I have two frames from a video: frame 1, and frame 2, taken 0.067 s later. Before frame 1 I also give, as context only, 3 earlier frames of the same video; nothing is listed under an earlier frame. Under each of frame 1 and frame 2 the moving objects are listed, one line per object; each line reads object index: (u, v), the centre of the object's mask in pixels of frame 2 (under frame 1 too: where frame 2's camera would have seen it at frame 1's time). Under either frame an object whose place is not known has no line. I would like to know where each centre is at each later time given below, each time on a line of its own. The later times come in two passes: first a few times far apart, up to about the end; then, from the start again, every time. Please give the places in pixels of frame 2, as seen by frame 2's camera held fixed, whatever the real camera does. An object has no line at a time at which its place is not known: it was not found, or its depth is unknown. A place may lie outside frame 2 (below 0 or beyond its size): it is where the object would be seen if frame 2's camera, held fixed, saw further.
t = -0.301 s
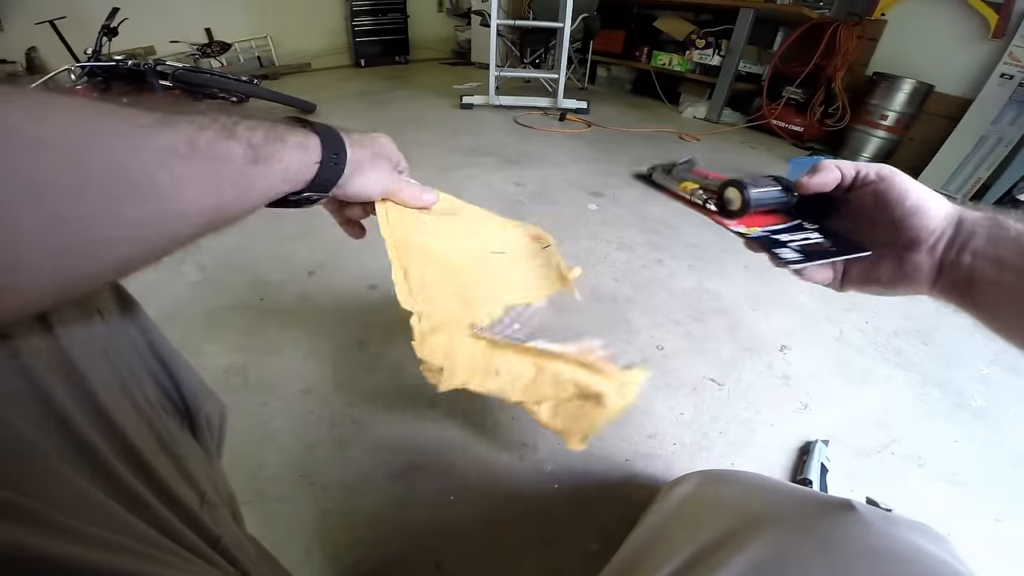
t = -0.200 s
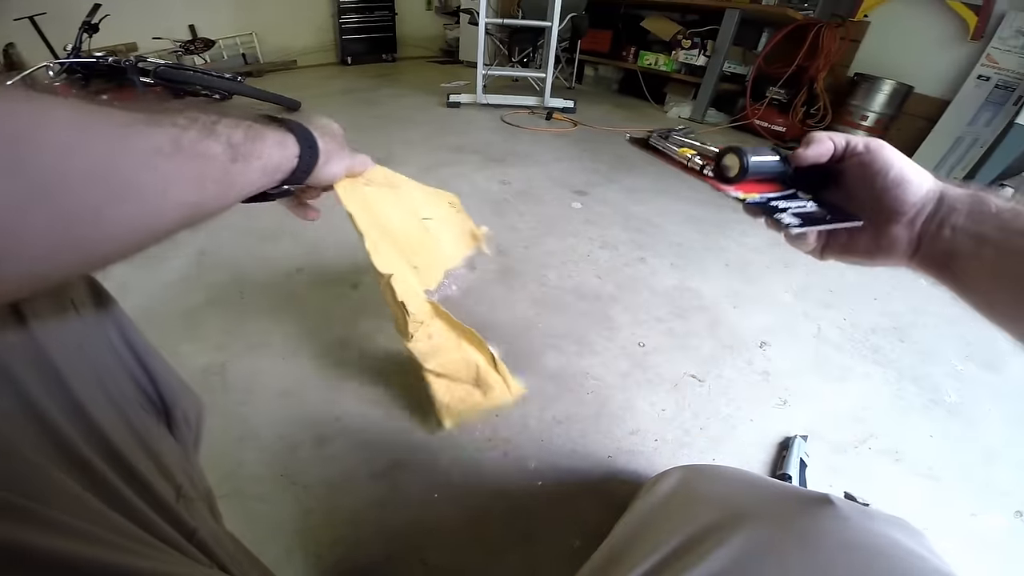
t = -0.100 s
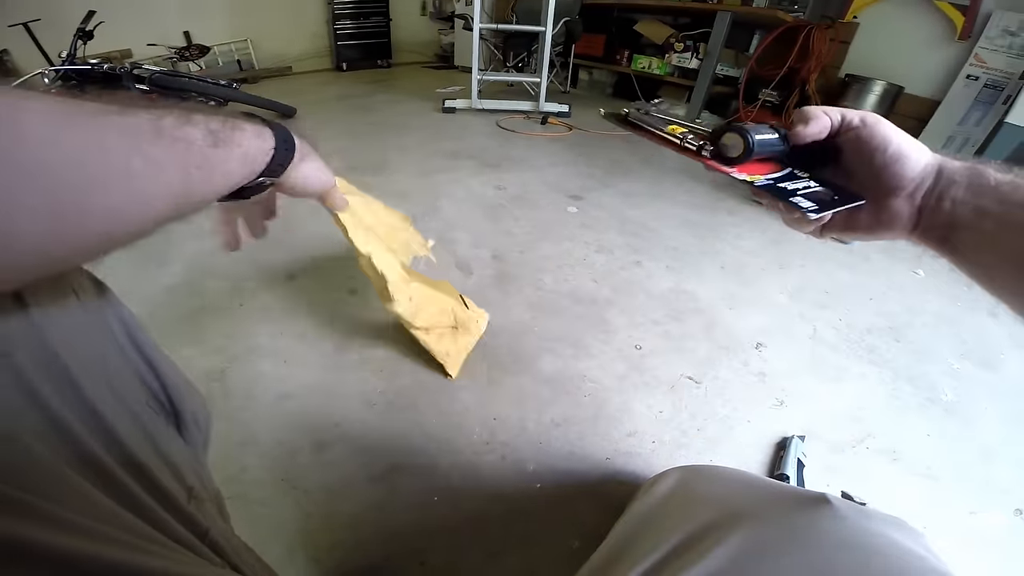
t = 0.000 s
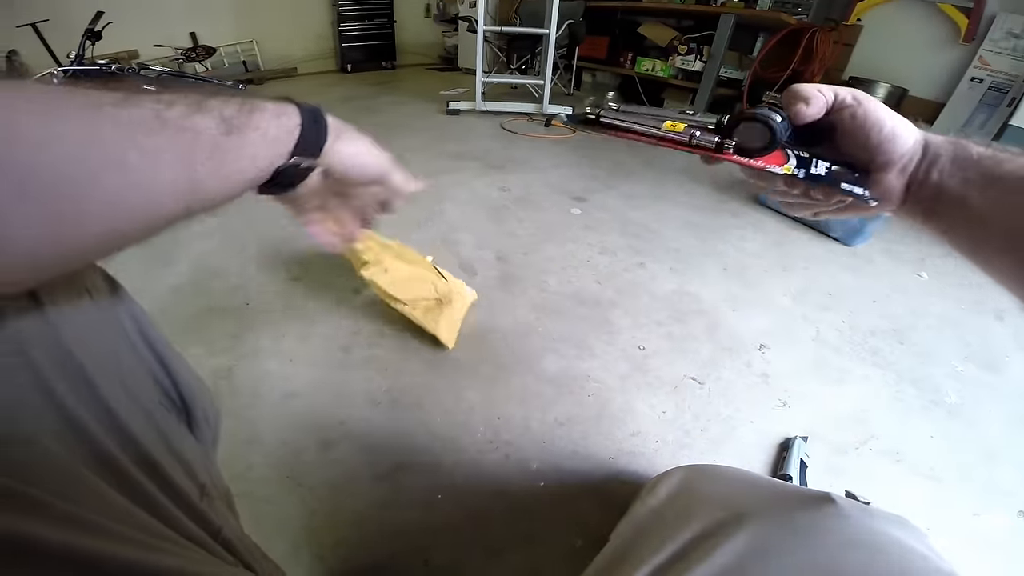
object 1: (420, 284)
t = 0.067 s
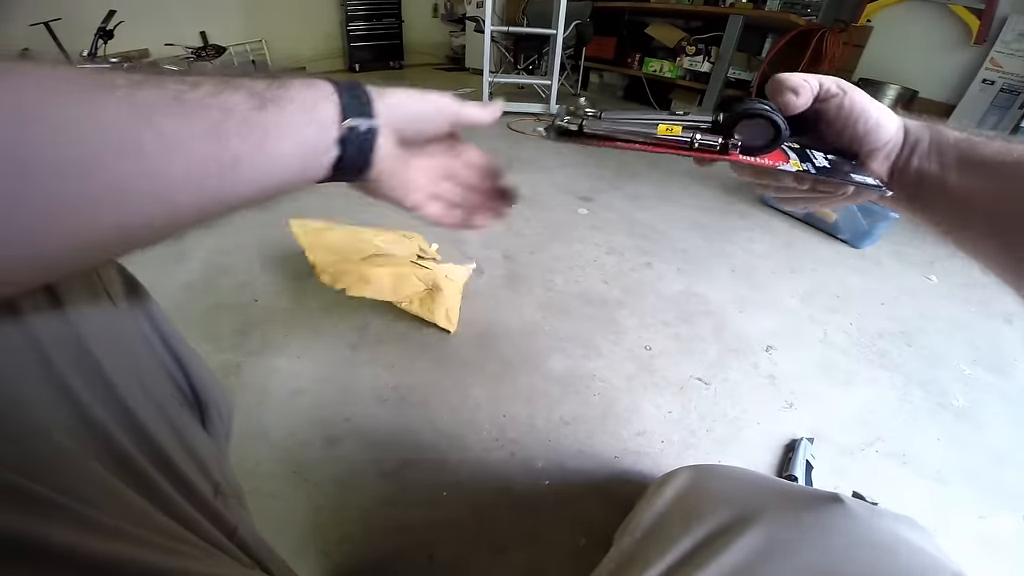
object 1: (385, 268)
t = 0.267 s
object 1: (378, 274)
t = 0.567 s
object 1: (378, 276)
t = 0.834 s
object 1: (378, 276)
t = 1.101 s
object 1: (378, 276)
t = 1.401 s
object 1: (378, 275)
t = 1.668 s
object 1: (378, 276)
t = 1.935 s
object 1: (378, 275)
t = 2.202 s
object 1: (378, 275)
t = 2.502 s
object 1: (376, 272)
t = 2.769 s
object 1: (376, 272)
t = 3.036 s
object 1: (376, 271)
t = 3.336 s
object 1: (375, 271)
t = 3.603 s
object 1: (375, 272)
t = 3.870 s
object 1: (374, 273)
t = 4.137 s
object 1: (374, 274)
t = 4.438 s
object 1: (375, 273)
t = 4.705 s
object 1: (377, 274)
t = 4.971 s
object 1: (377, 274)
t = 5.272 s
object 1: (377, 273)
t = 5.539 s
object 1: (377, 273)
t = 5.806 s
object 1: (378, 272)
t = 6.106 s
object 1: (378, 272)
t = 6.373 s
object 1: (378, 273)
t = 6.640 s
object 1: (378, 272)
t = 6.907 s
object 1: (378, 272)
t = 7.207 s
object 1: (378, 272)
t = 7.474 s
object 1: (378, 271)
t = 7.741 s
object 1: (378, 271)
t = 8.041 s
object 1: (378, 270)
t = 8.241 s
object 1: (378, 270)
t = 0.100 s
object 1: (383, 271)
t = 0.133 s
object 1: (382, 274)
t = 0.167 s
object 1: (377, 274)
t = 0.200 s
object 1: (375, 275)
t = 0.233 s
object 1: (378, 275)
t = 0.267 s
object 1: (378, 274)
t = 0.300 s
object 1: (378, 274)
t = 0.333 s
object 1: (378, 275)
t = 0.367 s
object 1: (378, 275)
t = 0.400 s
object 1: (378, 275)
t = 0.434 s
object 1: (377, 275)
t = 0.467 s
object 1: (377, 275)
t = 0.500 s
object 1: (377, 276)
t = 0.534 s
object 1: (377, 276)
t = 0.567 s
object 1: (378, 276)
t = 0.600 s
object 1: (378, 276)
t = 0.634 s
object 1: (378, 276)
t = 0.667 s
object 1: (378, 276)
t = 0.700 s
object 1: (378, 276)
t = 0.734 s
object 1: (378, 276)
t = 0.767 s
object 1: (378, 276)
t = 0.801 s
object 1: (378, 276)
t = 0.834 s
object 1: (378, 276)
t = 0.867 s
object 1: (378, 276)
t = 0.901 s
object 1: (378, 276)
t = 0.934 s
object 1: (378, 276)
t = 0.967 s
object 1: (378, 277)
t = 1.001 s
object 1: (378, 276)
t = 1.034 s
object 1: (378, 276)
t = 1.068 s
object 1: (378, 276)
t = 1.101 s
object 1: (378, 276)
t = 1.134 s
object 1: (378, 276)
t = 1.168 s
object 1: (378, 276)
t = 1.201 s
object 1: (378, 276)
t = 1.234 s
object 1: (378, 276)
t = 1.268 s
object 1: (378, 276)
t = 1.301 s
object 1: (378, 276)
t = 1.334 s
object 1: (378, 276)
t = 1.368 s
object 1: (378, 275)
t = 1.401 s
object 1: (378, 275)
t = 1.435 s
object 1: (378, 275)
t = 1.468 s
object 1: (378, 275)
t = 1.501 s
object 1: (378, 276)
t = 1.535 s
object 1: (378, 276)
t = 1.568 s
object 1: (378, 275)
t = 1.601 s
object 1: (378, 275)
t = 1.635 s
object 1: (378, 276)
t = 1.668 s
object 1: (378, 276)
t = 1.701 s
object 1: (378, 276)
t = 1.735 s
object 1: (378, 275)
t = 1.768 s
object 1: (378, 275)
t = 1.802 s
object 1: (378, 275)
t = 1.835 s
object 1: (378, 275)
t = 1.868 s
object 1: (378, 275)
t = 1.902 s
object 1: (378, 275)
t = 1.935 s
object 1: (378, 275)
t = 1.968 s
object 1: (378, 275)
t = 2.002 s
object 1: (378, 275)
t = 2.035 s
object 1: (378, 275)
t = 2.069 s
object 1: (378, 275)
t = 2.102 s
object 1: (378, 275)
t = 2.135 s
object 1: (378, 275)
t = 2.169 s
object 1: (378, 275)
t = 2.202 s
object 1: (378, 275)
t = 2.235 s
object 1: (378, 274)
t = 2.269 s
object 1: (378, 274)
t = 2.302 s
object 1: (378, 273)
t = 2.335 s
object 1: (378, 273)
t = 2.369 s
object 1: (378, 273)
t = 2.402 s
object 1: (377, 272)
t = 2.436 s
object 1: (377, 272)
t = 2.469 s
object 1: (377, 272)
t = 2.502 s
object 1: (376, 272)
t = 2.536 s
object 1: (376, 272)
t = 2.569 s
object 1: (376, 272)
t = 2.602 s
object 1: (376, 272)
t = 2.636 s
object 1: (376, 272)
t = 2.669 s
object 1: (376, 272)
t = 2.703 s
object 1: (376, 272)
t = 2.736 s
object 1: (376, 272)
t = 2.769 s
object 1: (376, 272)
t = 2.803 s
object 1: (376, 272)
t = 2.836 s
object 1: (375, 272)
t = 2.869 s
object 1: (376, 271)
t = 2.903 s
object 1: (376, 271)
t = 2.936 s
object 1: (376, 271)
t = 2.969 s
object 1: (376, 271)
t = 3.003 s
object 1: (376, 271)
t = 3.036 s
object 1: (376, 271)
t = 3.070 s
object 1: (376, 271)
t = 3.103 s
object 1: (376, 271)
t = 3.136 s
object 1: (376, 271)
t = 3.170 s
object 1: (376, 271)
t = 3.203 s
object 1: (376, 271)
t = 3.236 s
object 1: (376, 271)
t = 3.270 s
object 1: (376, 271)
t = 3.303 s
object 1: (375, 271)
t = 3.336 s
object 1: (375, 271)
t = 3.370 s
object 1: (376, 271)
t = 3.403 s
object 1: (375, 270)
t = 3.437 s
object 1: (376, 271)
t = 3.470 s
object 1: (375, 271)
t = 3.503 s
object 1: (375, 271)
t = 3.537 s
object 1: (375, 271)
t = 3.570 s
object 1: (375, 271)
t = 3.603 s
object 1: (375, 272)
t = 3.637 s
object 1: (375, 272)
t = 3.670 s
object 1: (375, 272)
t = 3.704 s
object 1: (375, 272)
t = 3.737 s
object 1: (375, 273)
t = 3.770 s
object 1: (375, 273)
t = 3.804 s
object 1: (375, 273)
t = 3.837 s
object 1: (374, 273)
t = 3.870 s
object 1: (374, 273)
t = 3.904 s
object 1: (374, 273)
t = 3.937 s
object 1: (374, 274)
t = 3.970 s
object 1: (374, 274)
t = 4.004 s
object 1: (374, 274)
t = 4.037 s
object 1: (374, 274)
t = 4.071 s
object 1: (374, 274)
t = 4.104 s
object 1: (374, 274)
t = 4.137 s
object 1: (374, 274)
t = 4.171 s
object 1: (374, 274)
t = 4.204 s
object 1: (374, 274)
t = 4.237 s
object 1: (374, 274)
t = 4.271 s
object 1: (374, 274)
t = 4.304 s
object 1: (374, 274)
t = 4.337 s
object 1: (374, 274)
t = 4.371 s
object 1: (375, 274)
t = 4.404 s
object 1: (375, 273)
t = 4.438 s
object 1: (375, 273)
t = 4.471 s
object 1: (375, 273)
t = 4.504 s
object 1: (375, 274)
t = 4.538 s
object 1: (376, 274)
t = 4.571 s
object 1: (376, 274)
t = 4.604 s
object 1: (376, 274)
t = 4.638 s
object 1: (376, 274)
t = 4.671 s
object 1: (377, 274)
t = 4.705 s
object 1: (377, 274)
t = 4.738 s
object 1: (377, 274)
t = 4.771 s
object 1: (377, 274)
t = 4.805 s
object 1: (377, 274)
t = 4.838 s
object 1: (377, 274)
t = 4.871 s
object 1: (377, 273)
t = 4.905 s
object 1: (377, 273)
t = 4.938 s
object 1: (377, 273)
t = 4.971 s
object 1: (377, 274)
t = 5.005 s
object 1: (377, 274)
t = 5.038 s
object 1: (377, 273)
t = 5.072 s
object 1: (377, 273)
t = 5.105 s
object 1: (377, 273)
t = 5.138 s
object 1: (377, 273)
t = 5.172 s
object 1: (377, 273)
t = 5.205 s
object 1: (377, 273)
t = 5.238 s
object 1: (377, 274)
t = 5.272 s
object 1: (377, 273)
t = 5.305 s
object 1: (377, 273)
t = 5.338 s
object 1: (377, 273)
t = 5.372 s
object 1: (377, 273)
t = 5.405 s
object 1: (377, 273)
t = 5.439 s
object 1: (377, 273)
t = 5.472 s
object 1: (377, 273)
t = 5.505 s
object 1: (377, 273)
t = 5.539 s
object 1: (377, 273)
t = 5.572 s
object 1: (377, 273)
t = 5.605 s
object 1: (377, 273)
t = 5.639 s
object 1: (377, 273)
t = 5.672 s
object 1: (377, 273)
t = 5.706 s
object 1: (377, 272)
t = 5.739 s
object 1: (377, 272)
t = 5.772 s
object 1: (377, 272)
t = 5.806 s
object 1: (378, 272)
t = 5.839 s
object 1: (378, 272)
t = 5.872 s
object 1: (378, 272)
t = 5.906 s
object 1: (378, 272)
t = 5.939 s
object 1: (378, 272)
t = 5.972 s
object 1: (378, 272)
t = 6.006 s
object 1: (378, 272)
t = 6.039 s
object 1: (378, 272)
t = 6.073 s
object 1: (378, 272)
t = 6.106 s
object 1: (378, 272)
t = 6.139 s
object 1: (378, 273)
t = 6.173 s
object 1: (378, 273)
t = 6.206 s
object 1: (377, 273)
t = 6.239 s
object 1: (378, 273)
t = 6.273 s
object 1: (378, 273)
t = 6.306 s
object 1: (378, 273)
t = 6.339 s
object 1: (378, 272)
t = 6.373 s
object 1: (378, 273)
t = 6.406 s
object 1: (378, 272)
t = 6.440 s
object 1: (378, 272)
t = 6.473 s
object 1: (378, 272)
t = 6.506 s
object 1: (378, 272)
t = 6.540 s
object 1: (378, 272)
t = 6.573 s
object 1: (378, 272)
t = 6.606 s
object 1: (378, 272)
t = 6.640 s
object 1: (378, 272)
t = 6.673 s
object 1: (378, 272)
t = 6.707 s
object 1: (378, 272)
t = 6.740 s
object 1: (378, 272)
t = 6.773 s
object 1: (378, 272)
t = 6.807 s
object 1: (378, 272)
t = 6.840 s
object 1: (378, 272)
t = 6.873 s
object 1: (378, 272)
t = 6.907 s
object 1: (378, 272)
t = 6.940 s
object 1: (378, 272)
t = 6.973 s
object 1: (378, 272)
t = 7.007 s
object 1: (378, 272)
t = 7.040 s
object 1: (378, 272)
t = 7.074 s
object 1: (378, 272)
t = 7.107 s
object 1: (378, 272)
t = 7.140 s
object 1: (378, 272)
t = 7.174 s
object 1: (378, 272)
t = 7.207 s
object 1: (378, 272)
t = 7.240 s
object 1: (378, 272)
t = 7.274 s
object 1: (378, 271)
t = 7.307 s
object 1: (378, 271)
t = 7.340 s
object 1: (378, 271)
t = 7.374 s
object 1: (378, 271)
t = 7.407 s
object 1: (378, 271)
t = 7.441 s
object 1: (378, 271)
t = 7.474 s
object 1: (378, 271)
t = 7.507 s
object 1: (378, 271)
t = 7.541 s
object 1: (378, 271)
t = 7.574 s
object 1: (378, 271)
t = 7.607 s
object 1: (378, 271)
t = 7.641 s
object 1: (378, 271)
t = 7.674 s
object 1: (378, 270)
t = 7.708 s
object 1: (378, 271)
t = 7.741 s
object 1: (378, 271)
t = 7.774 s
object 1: (378, 271)
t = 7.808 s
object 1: (378, 270)
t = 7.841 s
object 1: (378, 270)
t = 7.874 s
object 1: (378, 270)
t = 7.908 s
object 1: (378, 270)
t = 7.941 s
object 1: (378, 270)
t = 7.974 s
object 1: (378, 270)
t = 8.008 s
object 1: (378, 270)
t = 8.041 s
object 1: (378, 270)
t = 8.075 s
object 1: (378, 270)
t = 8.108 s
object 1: (378, 270)
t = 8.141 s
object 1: (378, 270)
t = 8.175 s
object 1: (378, 270)
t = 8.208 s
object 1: (378, 270)
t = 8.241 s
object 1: (378, 270)
